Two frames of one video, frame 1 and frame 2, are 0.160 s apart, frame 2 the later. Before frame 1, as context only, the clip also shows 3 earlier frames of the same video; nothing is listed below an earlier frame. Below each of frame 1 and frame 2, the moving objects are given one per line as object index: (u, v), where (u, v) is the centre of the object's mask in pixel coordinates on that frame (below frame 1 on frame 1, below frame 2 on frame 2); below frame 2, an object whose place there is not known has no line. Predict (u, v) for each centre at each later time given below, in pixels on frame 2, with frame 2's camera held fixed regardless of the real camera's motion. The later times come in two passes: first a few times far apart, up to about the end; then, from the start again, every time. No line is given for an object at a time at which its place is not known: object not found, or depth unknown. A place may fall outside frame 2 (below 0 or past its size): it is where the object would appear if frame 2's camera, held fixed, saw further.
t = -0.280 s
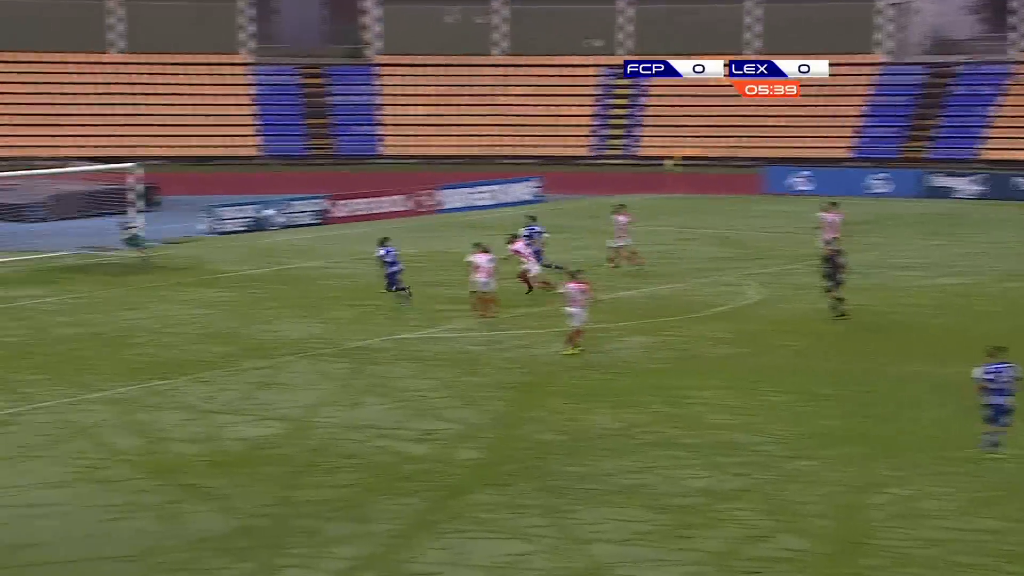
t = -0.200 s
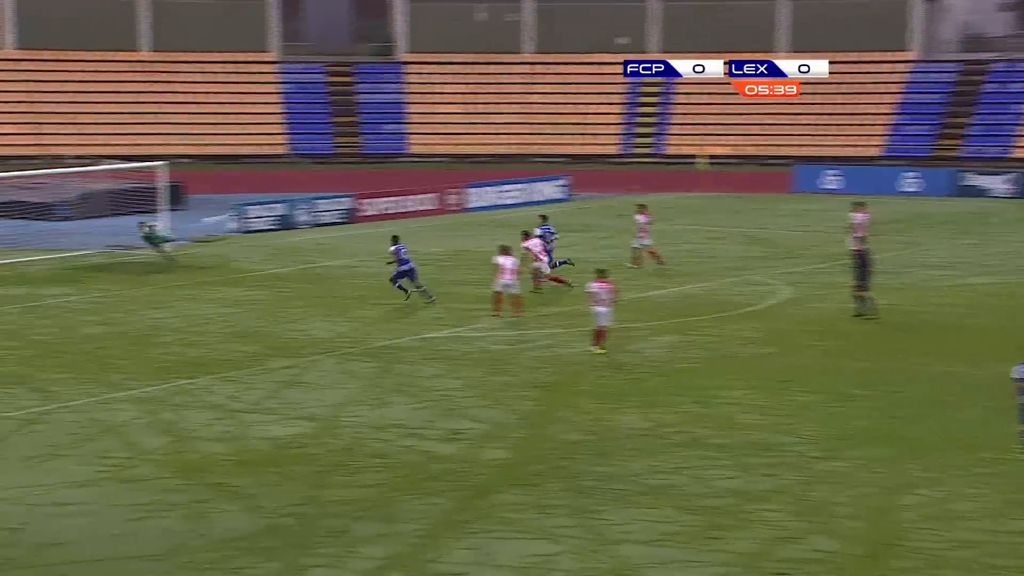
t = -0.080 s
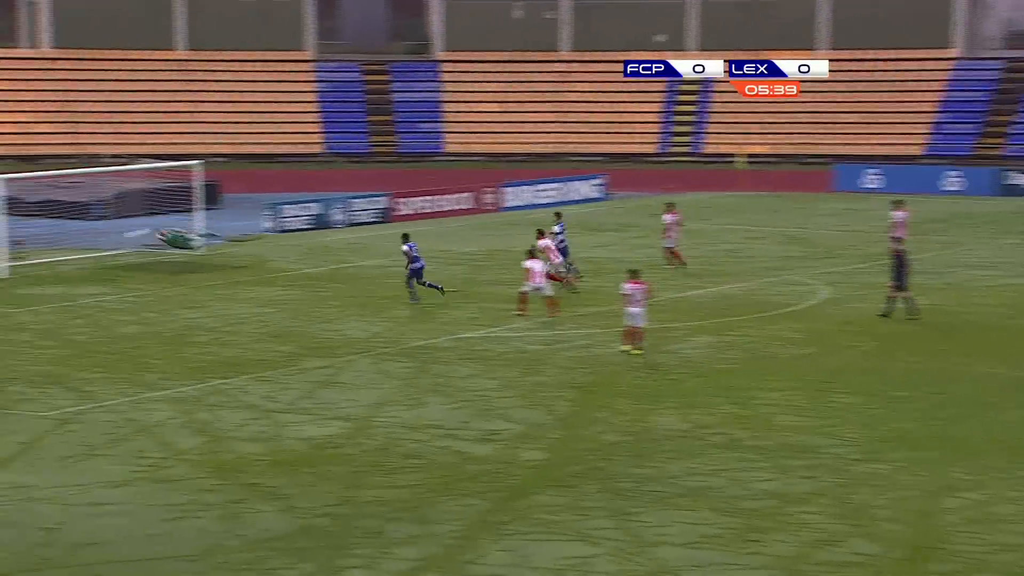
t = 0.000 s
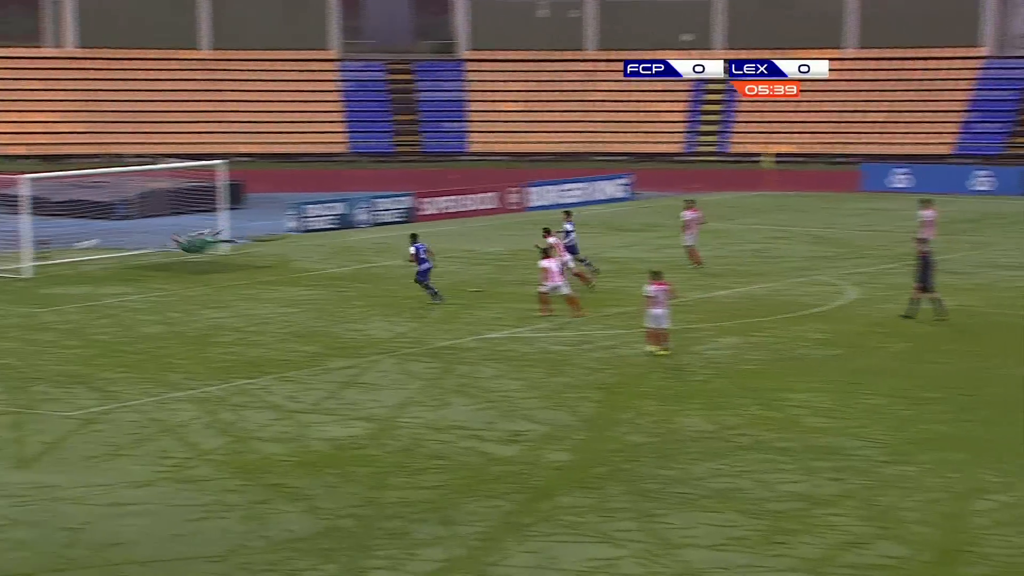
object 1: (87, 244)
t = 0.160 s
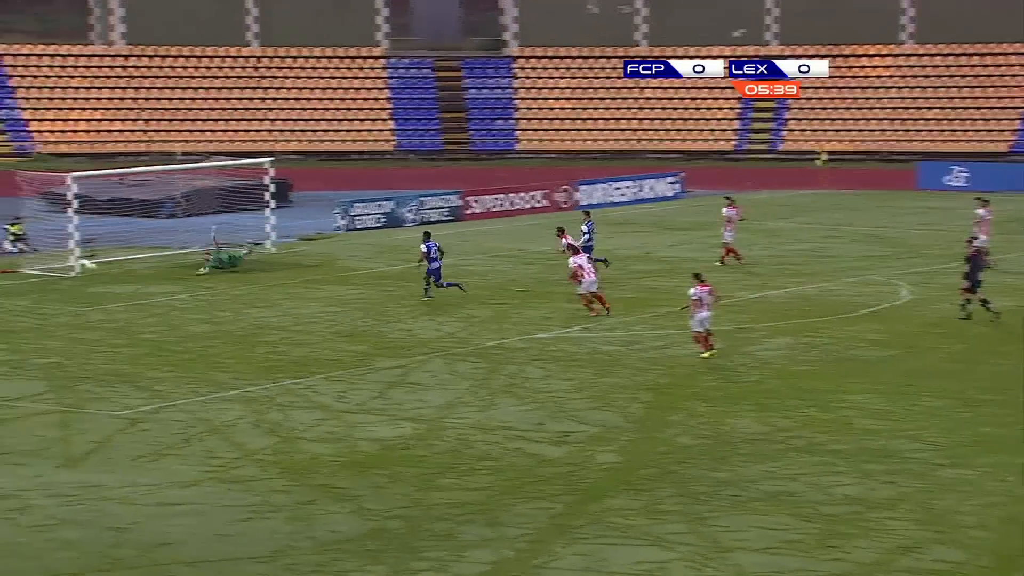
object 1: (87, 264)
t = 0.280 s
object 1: (95, 284)
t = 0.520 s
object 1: (101, 288)
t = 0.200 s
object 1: (90, 270)
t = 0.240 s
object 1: (93, 277)
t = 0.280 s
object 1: (95, 284)
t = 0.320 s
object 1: (97, 283)
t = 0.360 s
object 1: (99, 283)
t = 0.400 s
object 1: (99, 283)
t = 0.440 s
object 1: (100, 284)
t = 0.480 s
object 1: (101, 286)
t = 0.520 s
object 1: (101, 288)
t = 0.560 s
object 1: (102, 291)
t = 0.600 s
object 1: (102, 296)
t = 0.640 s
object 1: (102, 301)
